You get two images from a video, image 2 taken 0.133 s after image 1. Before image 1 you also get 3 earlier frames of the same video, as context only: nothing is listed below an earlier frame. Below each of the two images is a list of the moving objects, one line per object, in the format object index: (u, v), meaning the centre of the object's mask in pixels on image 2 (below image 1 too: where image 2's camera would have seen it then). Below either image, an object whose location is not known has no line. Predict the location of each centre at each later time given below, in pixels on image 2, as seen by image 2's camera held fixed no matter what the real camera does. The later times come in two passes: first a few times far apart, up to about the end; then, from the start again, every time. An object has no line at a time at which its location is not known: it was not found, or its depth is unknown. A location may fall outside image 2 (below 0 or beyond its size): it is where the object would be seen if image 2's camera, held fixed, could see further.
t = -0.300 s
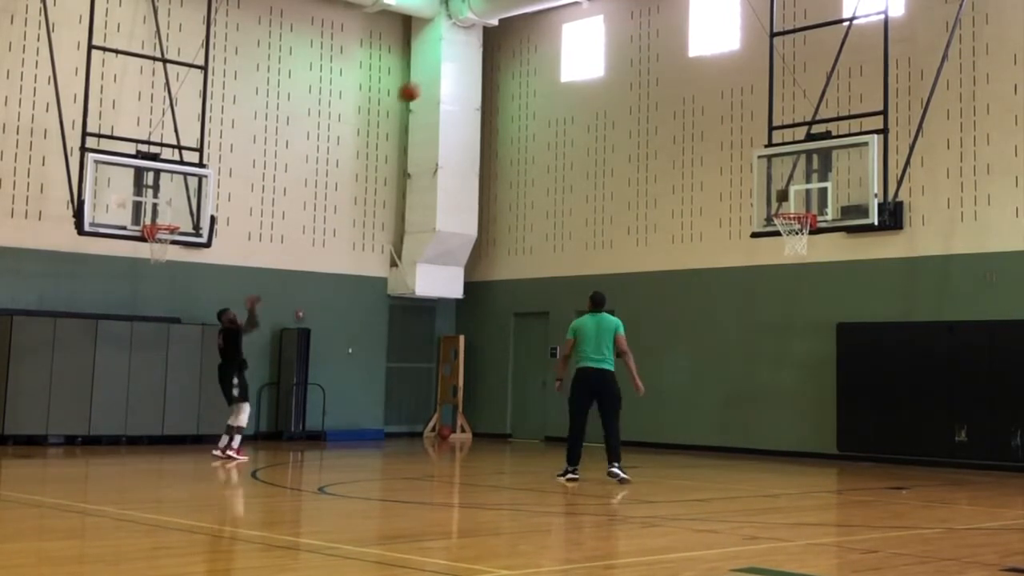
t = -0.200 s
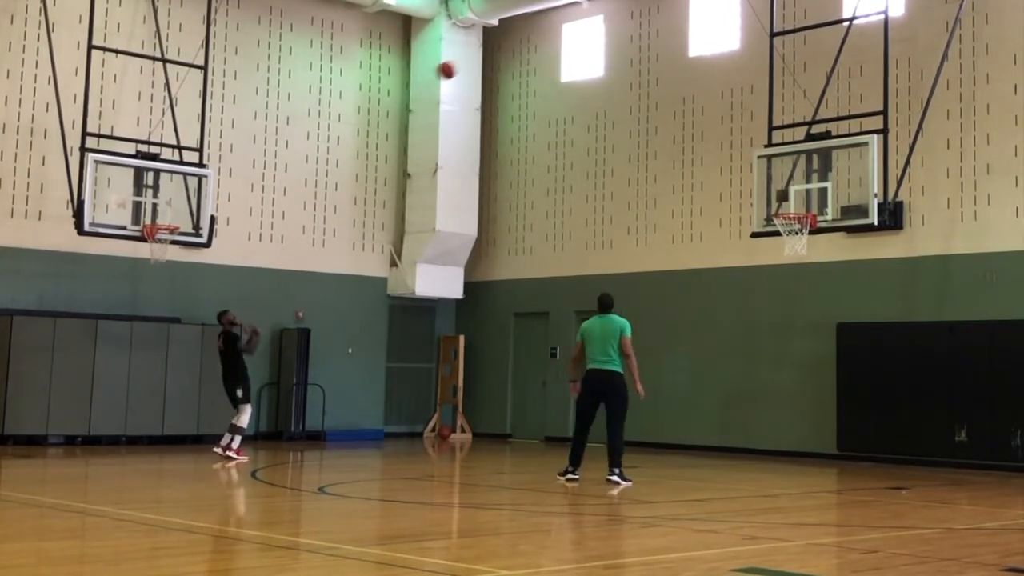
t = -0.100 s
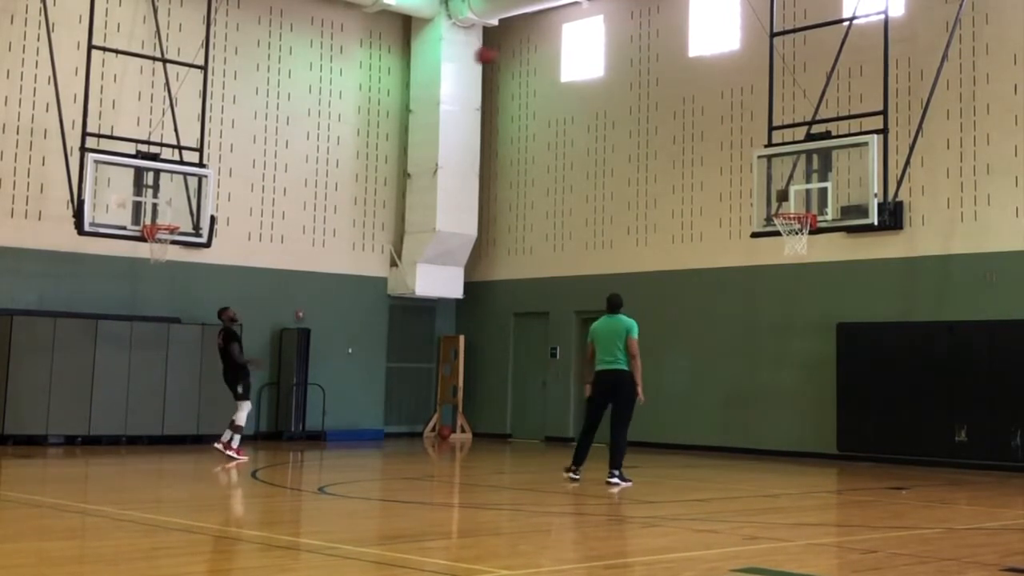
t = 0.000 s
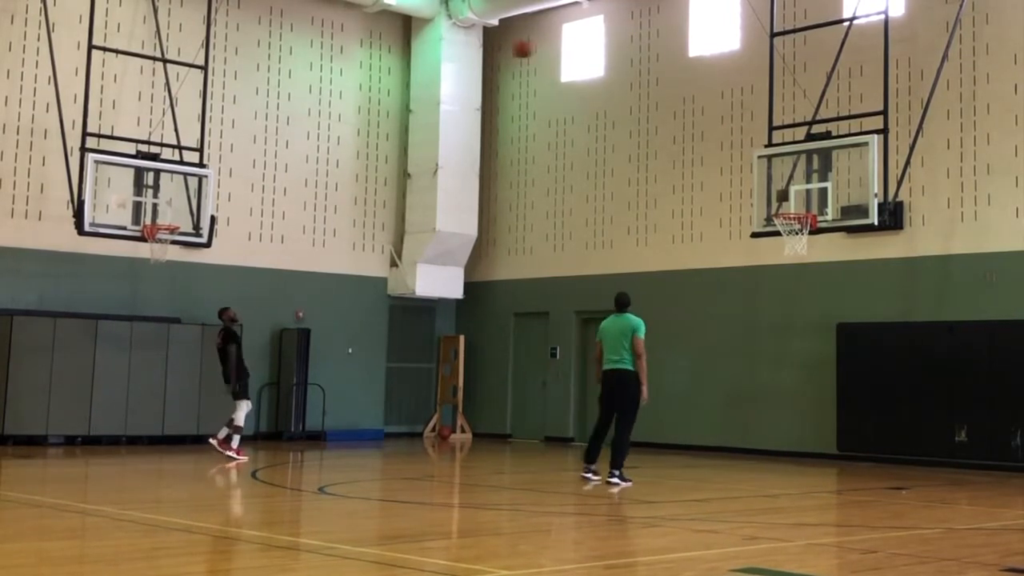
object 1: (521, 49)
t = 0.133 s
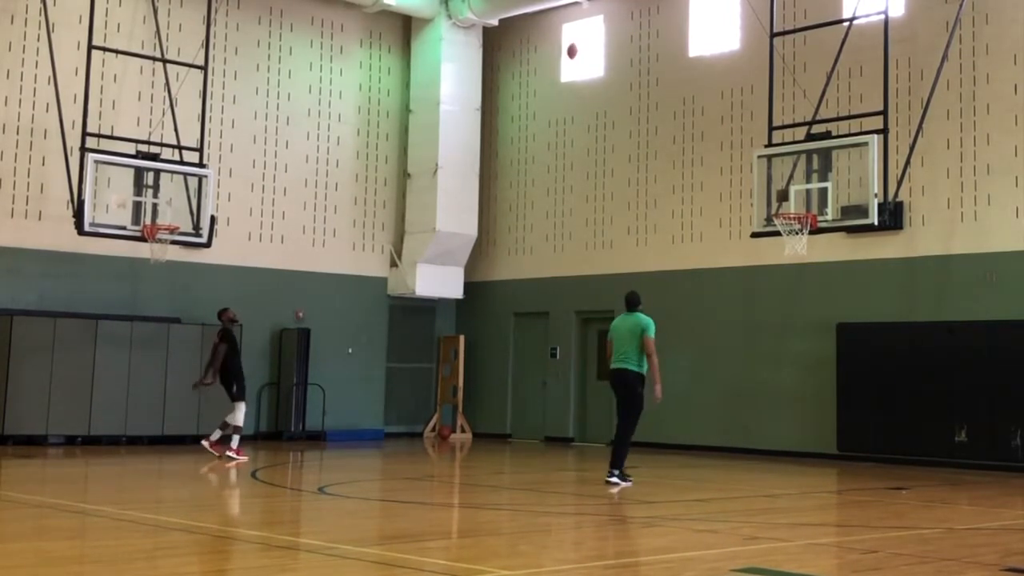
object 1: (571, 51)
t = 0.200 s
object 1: (599, 57)
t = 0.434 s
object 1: (684, 105)
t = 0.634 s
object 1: (760, 180)
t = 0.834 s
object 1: (821, 260)
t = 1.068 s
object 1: (864, 352)
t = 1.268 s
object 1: (904, 466)
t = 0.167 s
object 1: (584, 53)
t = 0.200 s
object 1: (599, 57)
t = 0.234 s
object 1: (611, 61)
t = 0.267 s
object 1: (622, 66)
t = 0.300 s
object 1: (633, 72)
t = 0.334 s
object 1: (647, 79)
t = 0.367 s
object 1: (659, 87)
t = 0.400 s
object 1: (672, 95)
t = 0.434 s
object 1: (684, 105)
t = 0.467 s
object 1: (697, 115)
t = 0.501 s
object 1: (709, 126)
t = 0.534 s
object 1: (722, 139)
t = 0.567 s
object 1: (735, 152)
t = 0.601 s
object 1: (748, 165)
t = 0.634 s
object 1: (760, 180)
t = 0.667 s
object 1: (776, 195)
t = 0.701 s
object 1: (786, 209)
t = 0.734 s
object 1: (802, 225)
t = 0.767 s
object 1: (809, 244)
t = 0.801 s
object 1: (815, 250)
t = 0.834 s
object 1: (821, 260)
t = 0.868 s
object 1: (828, 271)
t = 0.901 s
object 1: (834, 282)
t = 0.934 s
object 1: (839, 293)
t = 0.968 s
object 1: (845, 306)
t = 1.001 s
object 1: (852, 321)
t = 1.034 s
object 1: (857, 336)
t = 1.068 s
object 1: (864, 352)
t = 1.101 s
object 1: (870, 368)
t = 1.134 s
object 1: (876, 386)
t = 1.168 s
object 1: (883, 405)
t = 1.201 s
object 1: (890, 425)
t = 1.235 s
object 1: (896, 446)
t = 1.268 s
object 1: (904, 466)
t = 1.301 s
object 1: (904, 459)
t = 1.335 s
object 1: (901, 443)
